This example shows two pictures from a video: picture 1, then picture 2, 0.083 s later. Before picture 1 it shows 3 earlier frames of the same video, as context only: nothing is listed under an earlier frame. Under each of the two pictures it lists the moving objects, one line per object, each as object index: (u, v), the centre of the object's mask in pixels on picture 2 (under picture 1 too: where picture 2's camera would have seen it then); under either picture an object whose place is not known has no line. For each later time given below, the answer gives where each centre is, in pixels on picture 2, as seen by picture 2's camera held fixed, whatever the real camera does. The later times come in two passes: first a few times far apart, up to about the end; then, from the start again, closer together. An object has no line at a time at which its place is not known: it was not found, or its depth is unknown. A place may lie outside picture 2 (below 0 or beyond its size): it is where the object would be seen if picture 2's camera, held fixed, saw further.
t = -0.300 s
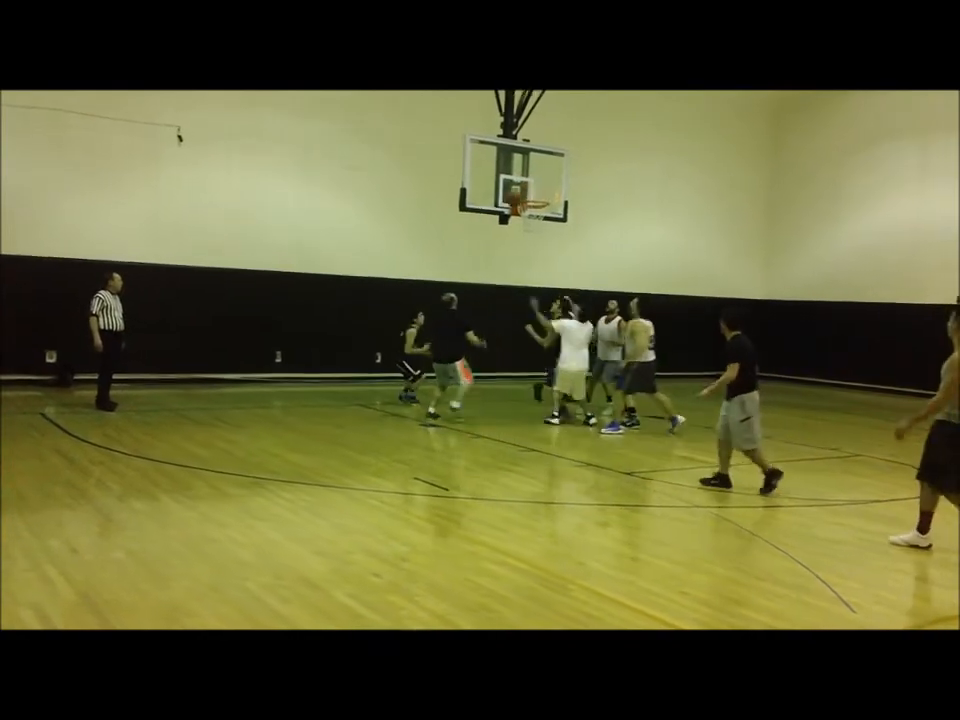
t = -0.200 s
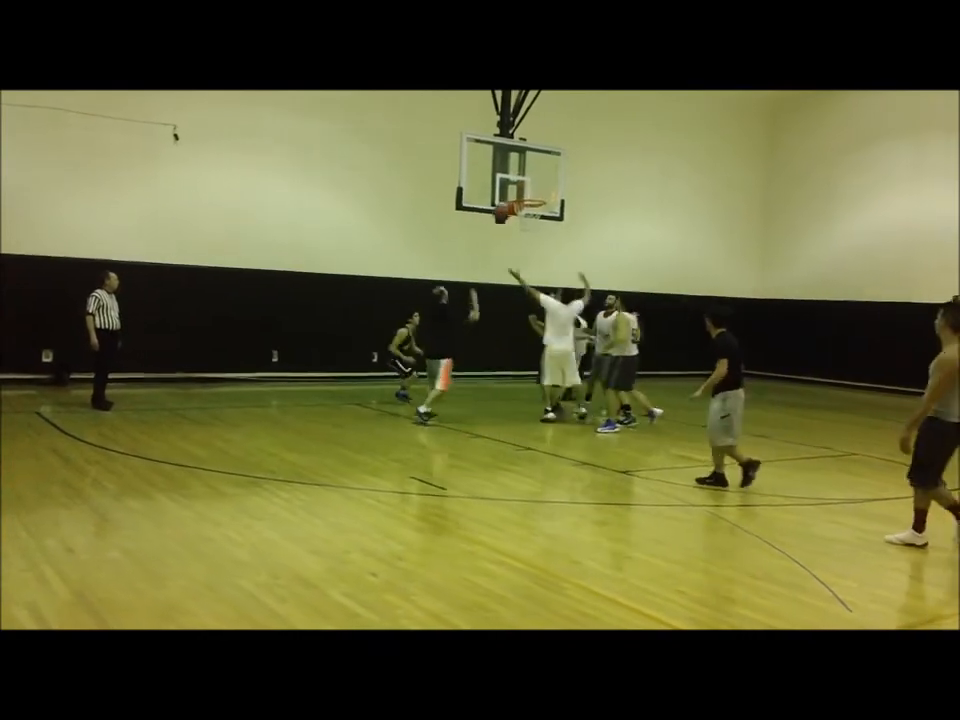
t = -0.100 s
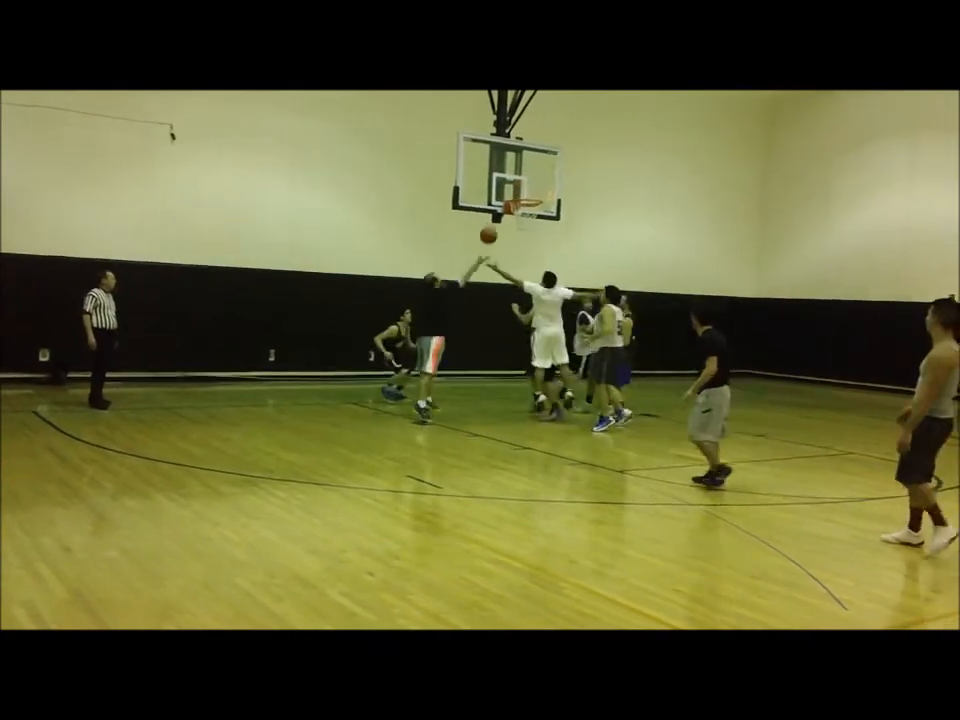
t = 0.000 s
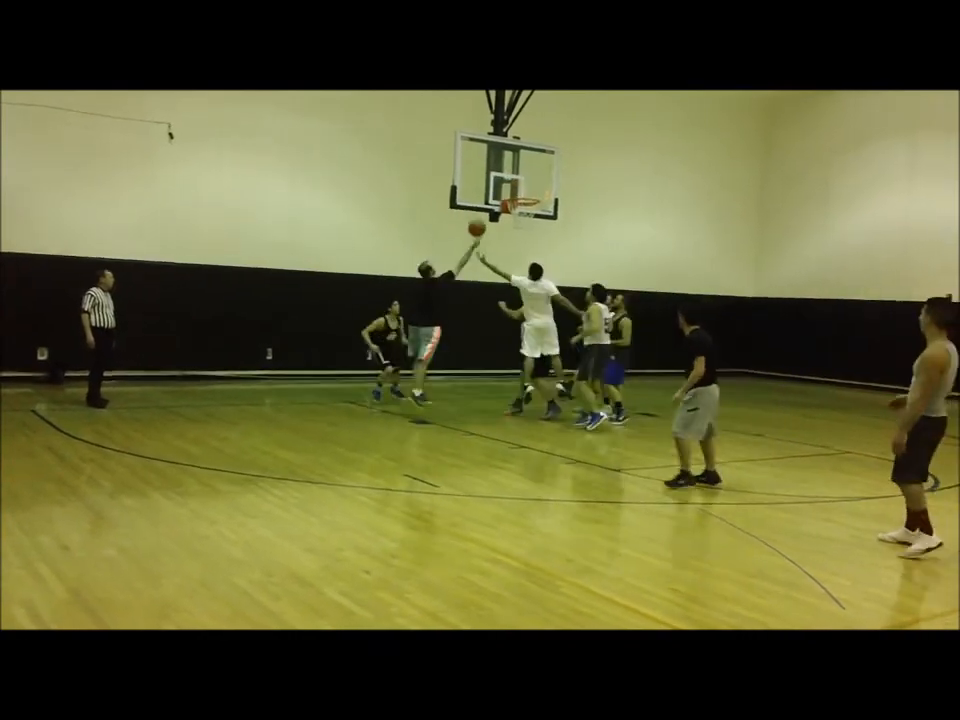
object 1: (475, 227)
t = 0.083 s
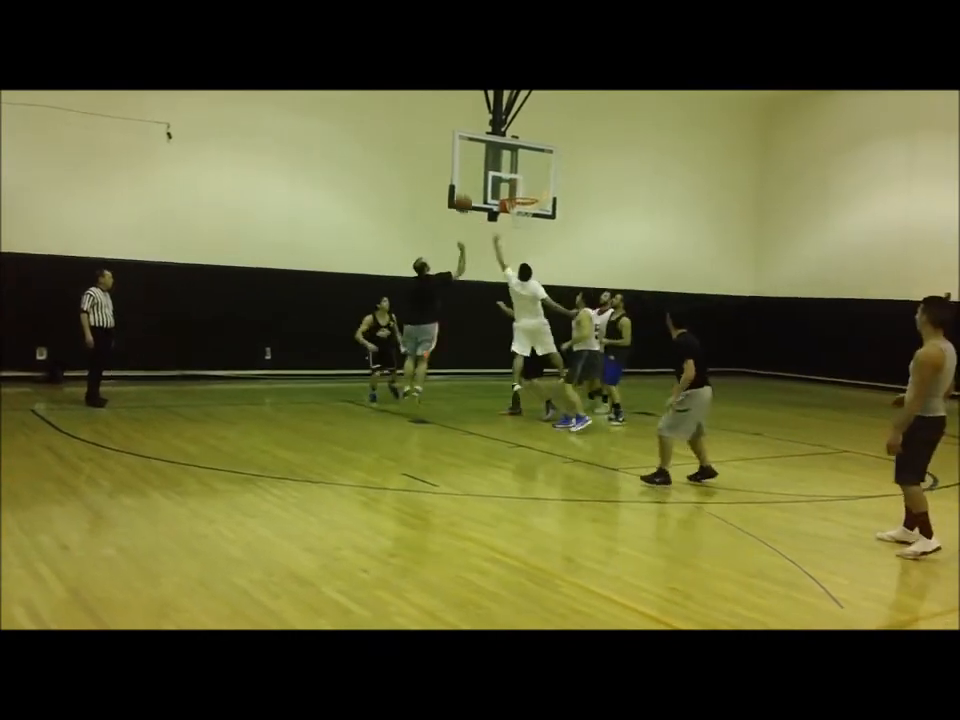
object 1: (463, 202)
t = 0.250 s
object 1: (436, 168)
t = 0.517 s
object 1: (387, 156)
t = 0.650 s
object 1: (359, 173)
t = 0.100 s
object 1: (459, 199)
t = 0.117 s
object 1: (457, 195)
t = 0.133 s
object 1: (455, 191)
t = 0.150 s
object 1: (452, 186)
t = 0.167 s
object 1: (450, 184)
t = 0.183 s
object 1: (447, 180)
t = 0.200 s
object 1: (443, 177)
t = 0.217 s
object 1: (441, 174)
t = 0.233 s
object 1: (439, 171)
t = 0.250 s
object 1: (436, 168)
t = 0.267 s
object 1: (433, 166)
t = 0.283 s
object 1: (430, 164)
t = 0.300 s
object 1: (427, 162)
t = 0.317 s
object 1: (424, 159)
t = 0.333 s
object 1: (421, 158)
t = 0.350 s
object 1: (418, 157)
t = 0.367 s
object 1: (415, 156)
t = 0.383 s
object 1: (412, 155)
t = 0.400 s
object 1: (409, 154)
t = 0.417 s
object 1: (407, 154)
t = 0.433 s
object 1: (403, 154)
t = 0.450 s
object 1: (400, 154)
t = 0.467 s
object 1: (397, 154)
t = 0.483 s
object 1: (394, 154)
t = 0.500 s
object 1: (390, 155)
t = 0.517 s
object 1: (387, 156)
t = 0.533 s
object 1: (384, 158)
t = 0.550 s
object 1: (380, 159)
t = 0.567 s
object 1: (377, 161)
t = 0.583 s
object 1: (374, 163)
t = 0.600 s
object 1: (370, 165)
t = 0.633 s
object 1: (363, 170)
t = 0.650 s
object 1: (359, 173)
